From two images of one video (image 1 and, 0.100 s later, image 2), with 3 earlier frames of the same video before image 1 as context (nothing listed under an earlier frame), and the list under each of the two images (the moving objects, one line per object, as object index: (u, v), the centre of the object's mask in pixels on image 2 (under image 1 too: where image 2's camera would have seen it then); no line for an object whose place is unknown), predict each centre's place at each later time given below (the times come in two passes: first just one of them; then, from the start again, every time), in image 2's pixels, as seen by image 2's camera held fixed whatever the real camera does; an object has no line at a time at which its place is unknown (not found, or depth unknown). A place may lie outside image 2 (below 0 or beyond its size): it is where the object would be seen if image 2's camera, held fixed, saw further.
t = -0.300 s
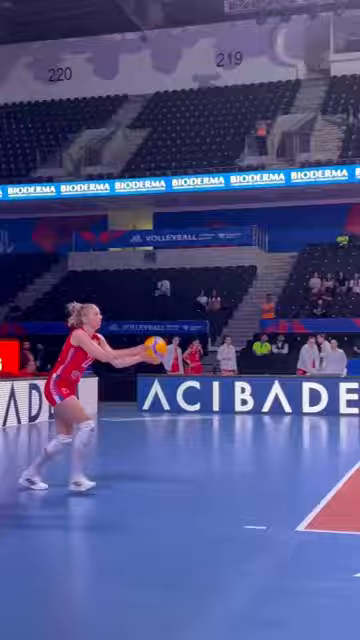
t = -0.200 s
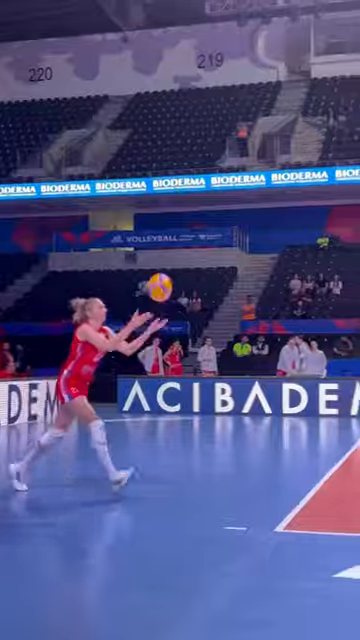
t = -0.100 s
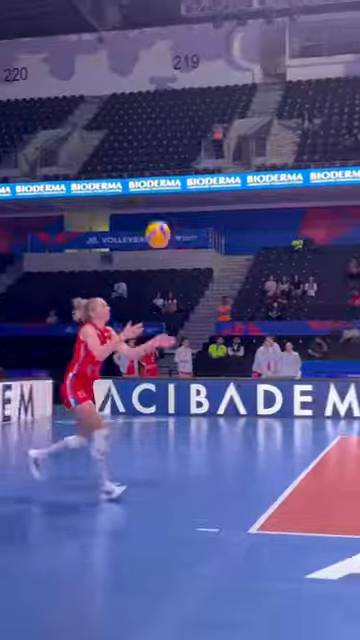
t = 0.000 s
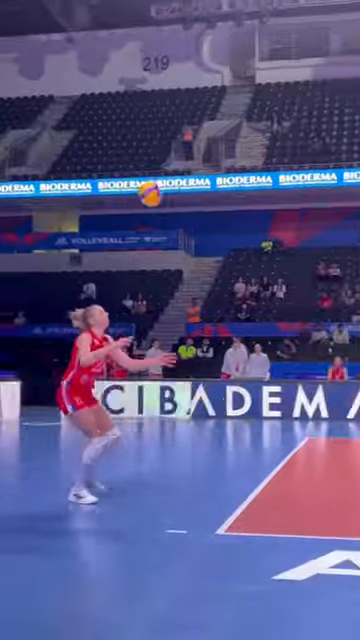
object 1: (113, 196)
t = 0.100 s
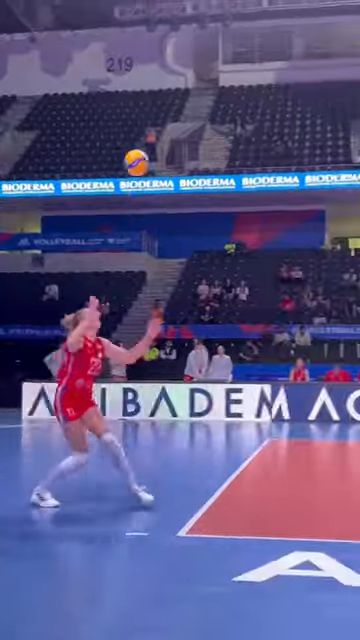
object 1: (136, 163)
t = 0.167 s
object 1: (151, 148)
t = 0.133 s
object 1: (144, 155)
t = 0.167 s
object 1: (151, 148)
